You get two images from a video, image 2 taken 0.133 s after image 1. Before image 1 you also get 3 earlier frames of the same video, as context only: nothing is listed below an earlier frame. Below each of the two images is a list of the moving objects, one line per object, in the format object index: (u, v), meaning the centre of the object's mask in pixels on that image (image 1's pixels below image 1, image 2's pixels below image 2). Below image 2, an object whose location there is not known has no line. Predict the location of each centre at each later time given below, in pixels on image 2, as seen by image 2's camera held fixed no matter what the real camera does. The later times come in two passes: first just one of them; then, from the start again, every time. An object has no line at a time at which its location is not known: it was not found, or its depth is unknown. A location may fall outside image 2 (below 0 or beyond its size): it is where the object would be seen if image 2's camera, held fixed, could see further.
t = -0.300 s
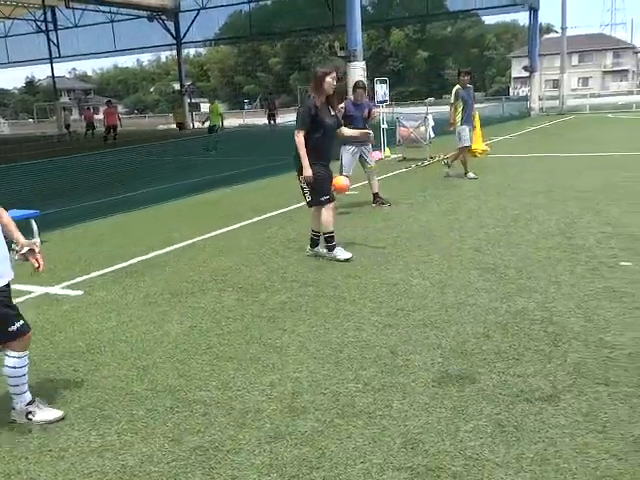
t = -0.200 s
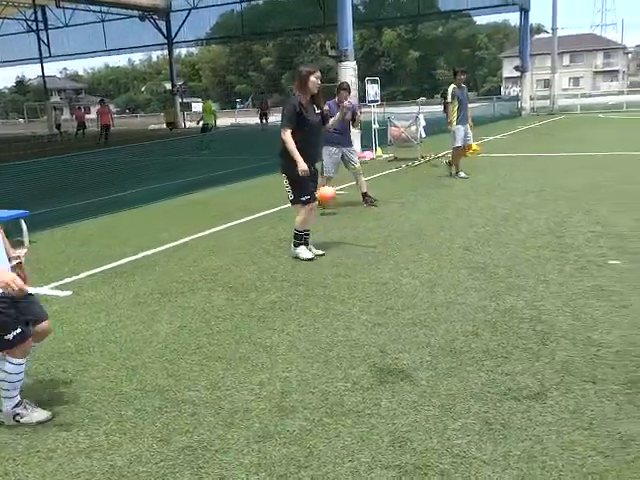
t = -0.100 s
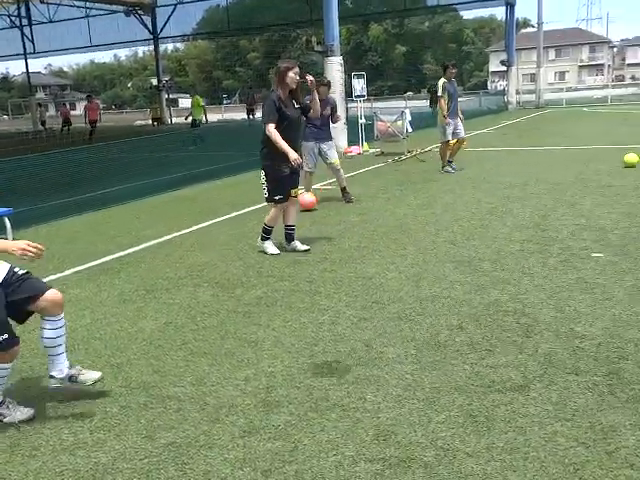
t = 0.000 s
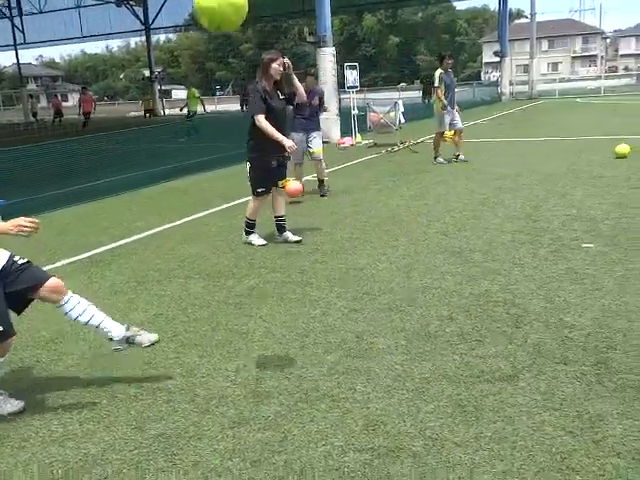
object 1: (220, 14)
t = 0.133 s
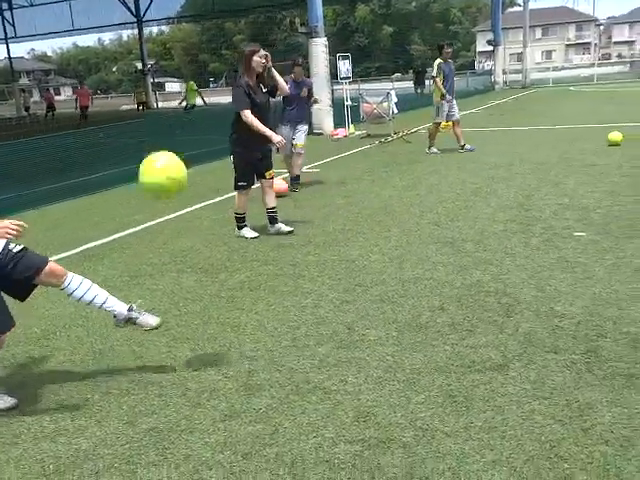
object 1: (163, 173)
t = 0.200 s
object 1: (150, 264)
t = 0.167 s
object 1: (156, 219)
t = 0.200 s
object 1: (150, 264)
